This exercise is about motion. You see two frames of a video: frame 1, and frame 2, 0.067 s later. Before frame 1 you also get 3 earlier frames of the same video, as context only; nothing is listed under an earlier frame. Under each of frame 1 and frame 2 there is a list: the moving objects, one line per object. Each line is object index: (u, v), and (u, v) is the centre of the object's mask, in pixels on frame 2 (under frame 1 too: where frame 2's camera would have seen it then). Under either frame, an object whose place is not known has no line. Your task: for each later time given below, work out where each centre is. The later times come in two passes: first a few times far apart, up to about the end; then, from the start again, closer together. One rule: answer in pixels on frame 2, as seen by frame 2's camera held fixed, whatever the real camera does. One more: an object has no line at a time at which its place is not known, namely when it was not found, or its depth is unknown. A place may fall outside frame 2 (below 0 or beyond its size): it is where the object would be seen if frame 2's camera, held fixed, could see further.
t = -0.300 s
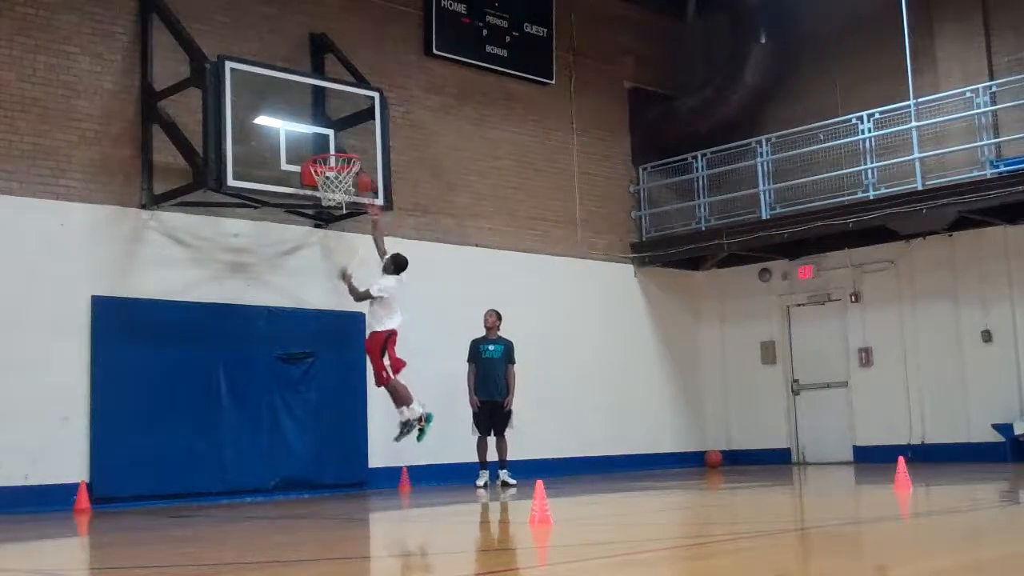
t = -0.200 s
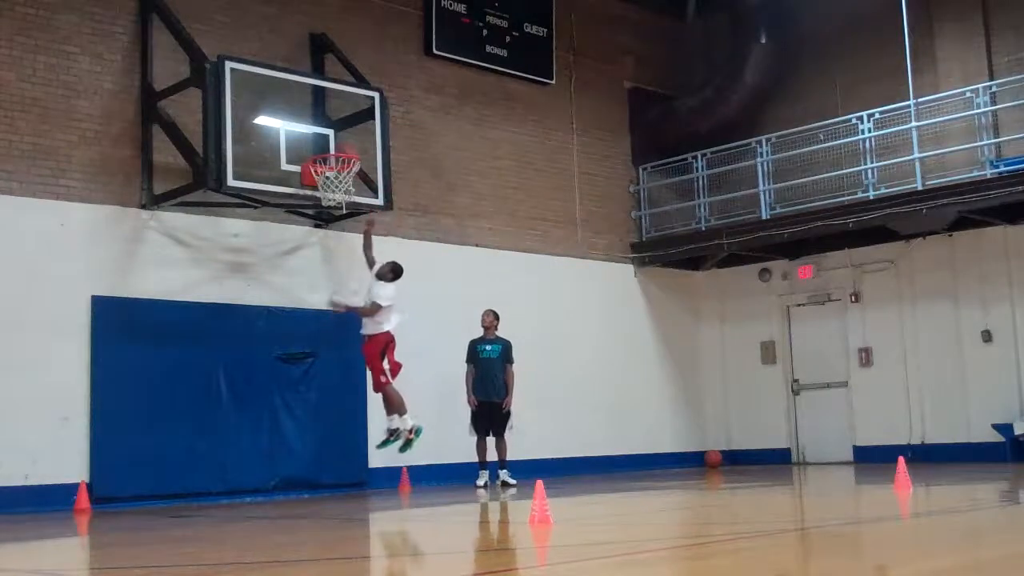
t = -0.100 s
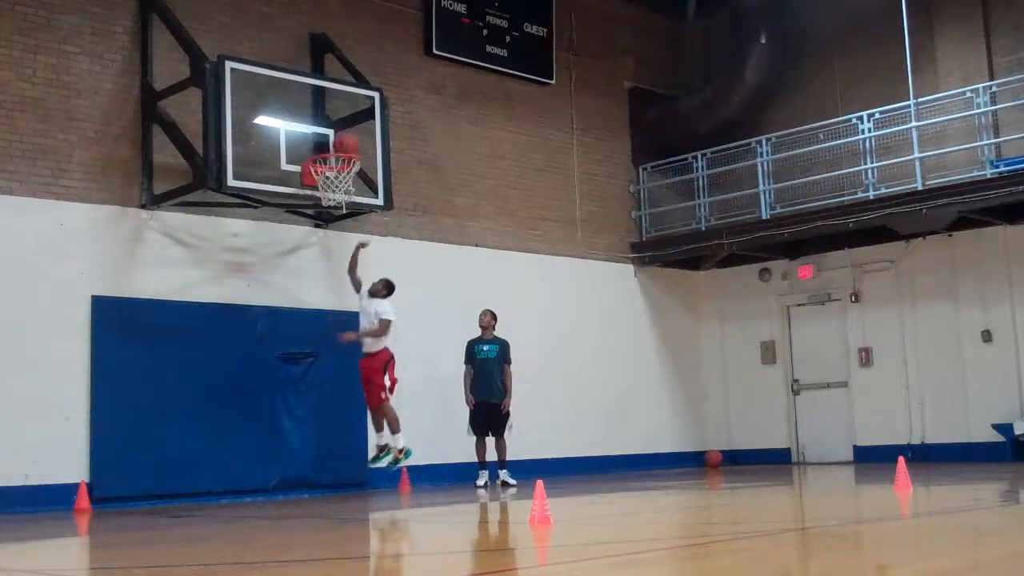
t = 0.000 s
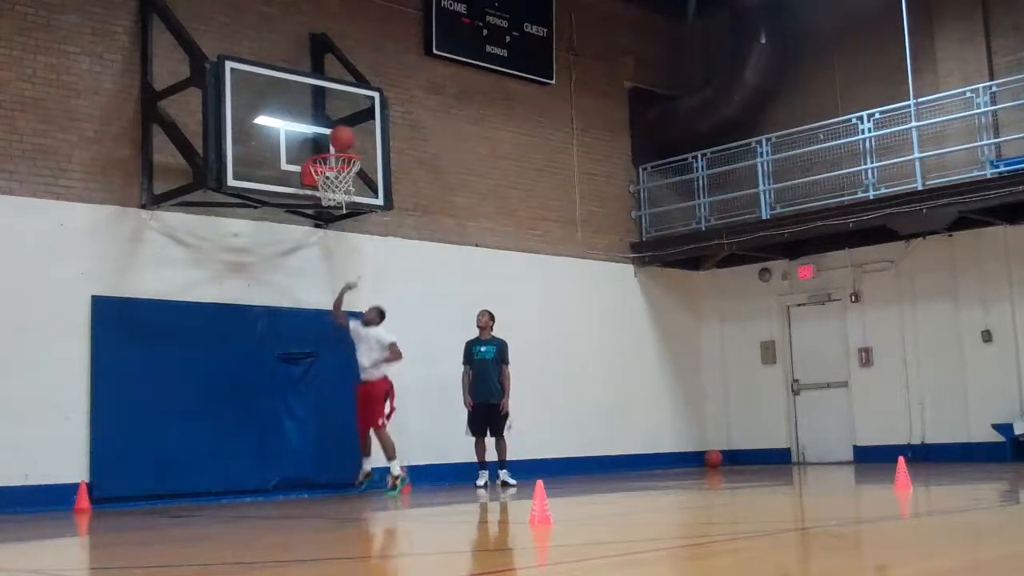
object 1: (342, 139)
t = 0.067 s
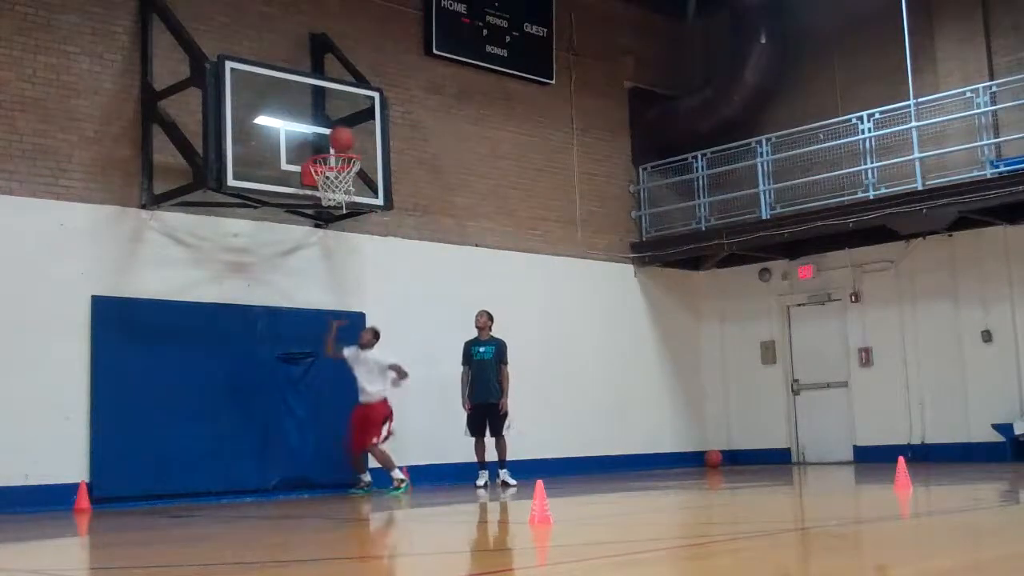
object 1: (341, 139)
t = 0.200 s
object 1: (336, 149)
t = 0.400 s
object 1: (334, 216)
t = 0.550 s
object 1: (334, 290)
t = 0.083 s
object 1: (341, 140)
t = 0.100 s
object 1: (340, 142)
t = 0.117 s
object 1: (340, 143)
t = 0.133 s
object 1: (340, 143)
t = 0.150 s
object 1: (339, 144)
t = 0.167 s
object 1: (339, 146)
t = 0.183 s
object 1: (338, 147)
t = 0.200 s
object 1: (336, 149)
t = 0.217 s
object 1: (337, 150)
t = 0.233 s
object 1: (336, 168)
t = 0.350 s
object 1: (334, 210)
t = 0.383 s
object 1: (334, 211)
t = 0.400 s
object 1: (334, 216)
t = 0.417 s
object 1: (334, 222)
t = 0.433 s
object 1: (334, 230)
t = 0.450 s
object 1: (334, 237)
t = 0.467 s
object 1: (334, 246)
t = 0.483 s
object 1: (334, 254)
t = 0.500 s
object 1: (334, 262)
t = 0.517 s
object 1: (334, 271)
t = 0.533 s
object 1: (334, 280)
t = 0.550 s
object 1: (334, 290)
